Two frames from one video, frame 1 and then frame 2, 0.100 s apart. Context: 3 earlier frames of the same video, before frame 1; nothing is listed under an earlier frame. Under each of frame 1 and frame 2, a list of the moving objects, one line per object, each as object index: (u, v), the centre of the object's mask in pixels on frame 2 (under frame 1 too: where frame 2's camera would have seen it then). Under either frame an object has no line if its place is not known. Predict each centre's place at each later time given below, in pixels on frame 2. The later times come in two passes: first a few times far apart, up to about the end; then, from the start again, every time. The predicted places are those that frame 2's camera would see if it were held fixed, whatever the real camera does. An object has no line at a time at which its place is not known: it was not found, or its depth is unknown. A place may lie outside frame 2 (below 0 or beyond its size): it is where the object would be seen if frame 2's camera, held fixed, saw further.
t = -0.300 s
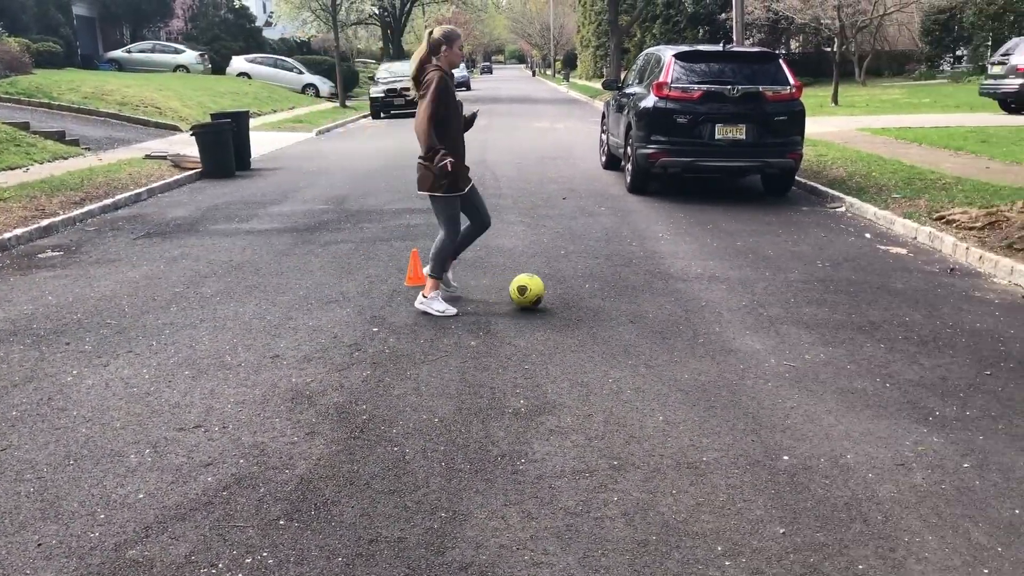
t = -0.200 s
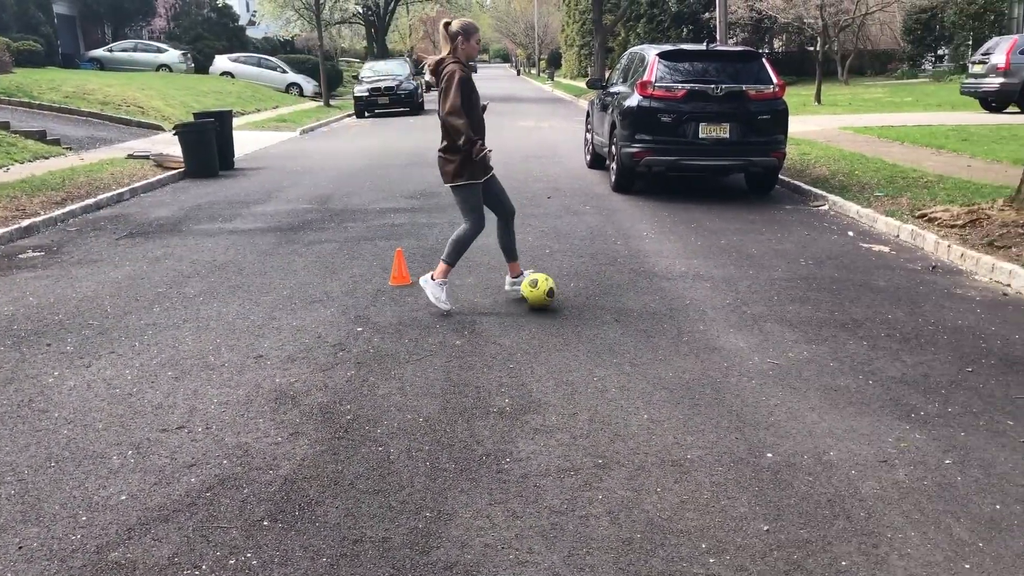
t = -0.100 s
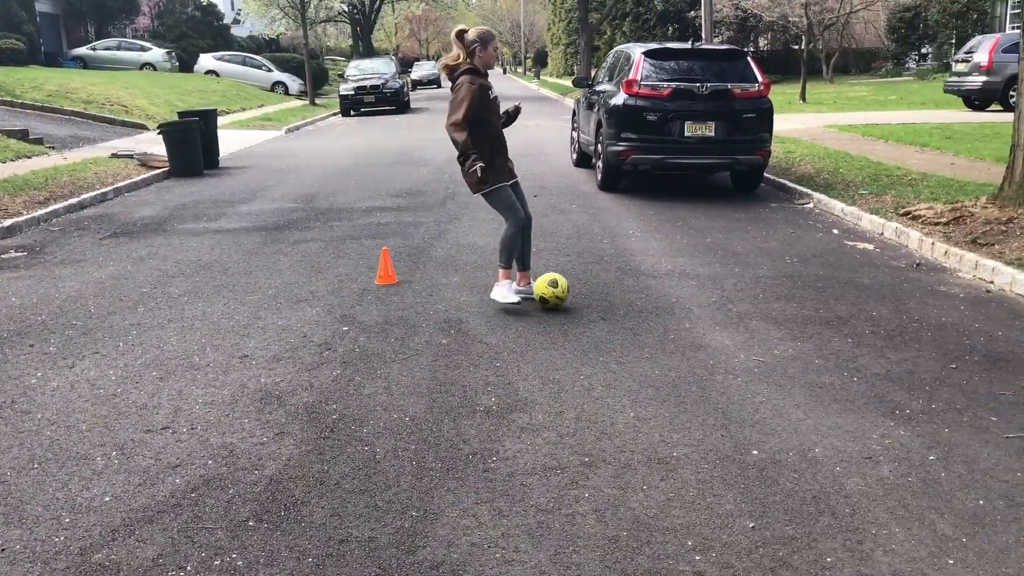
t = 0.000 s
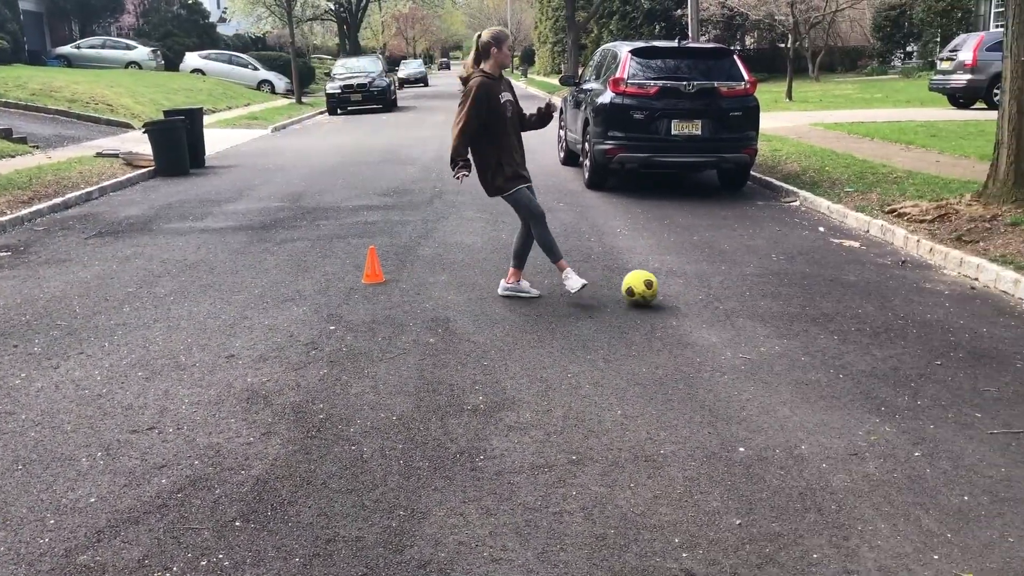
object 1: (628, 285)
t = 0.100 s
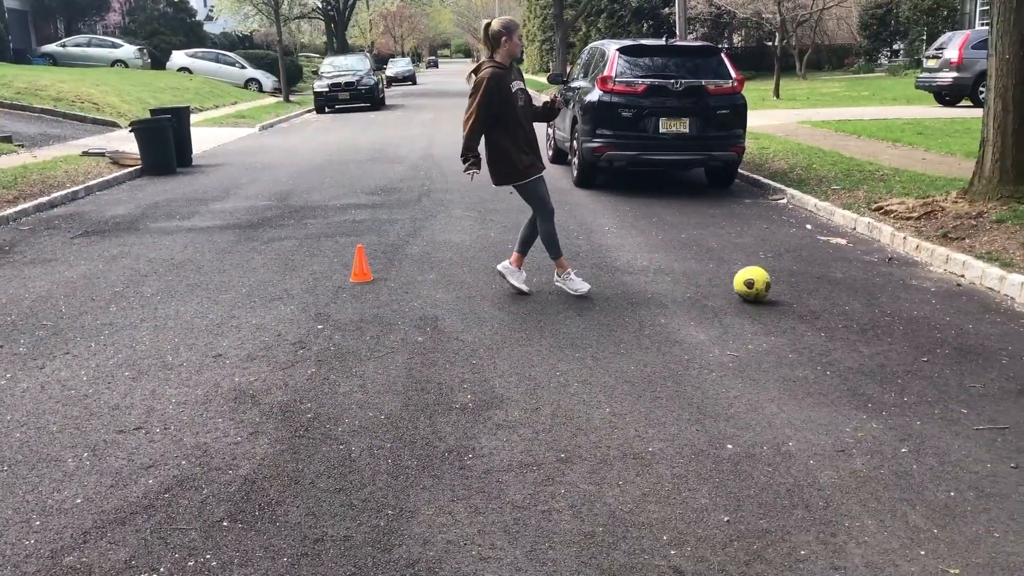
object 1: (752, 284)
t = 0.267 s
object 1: (940, 283)
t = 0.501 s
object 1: (894, 252)
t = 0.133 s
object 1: (792, 284)
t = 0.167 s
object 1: (830, 283)
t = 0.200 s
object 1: (868, 283)
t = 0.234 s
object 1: (904, 282)
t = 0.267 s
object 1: (940, 283)
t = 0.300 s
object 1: (975, 284)
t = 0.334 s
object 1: (1004, 283)
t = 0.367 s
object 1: (982, 272)
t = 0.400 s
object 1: (961, 265)
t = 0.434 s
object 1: (939, 259)
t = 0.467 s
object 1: (917, 254)
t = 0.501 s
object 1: (894, 252)
